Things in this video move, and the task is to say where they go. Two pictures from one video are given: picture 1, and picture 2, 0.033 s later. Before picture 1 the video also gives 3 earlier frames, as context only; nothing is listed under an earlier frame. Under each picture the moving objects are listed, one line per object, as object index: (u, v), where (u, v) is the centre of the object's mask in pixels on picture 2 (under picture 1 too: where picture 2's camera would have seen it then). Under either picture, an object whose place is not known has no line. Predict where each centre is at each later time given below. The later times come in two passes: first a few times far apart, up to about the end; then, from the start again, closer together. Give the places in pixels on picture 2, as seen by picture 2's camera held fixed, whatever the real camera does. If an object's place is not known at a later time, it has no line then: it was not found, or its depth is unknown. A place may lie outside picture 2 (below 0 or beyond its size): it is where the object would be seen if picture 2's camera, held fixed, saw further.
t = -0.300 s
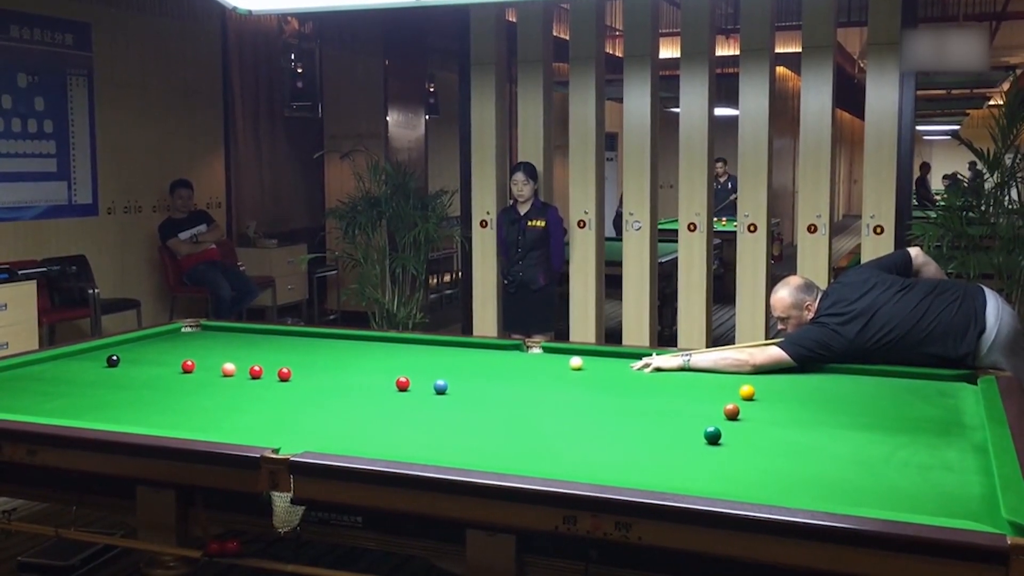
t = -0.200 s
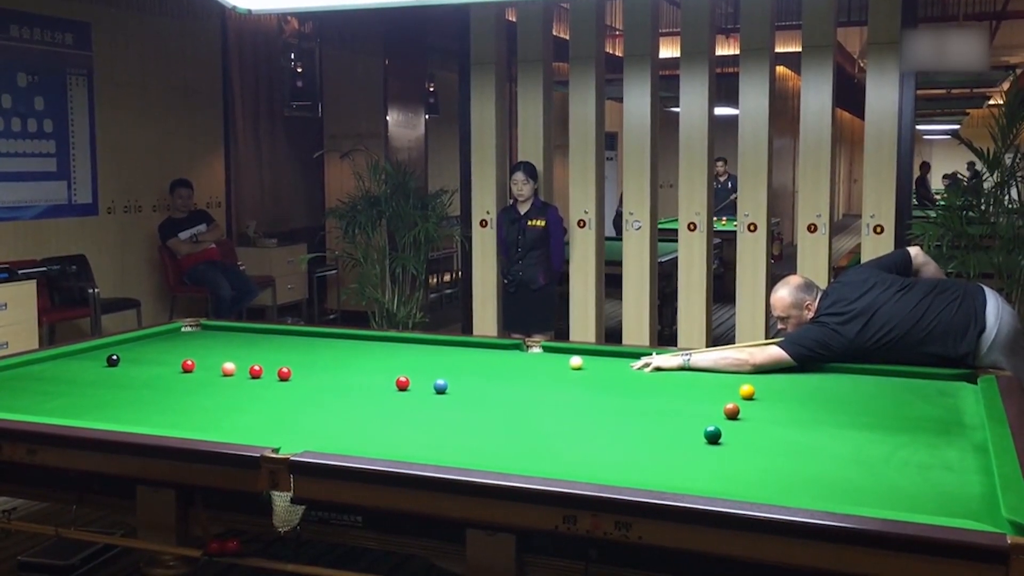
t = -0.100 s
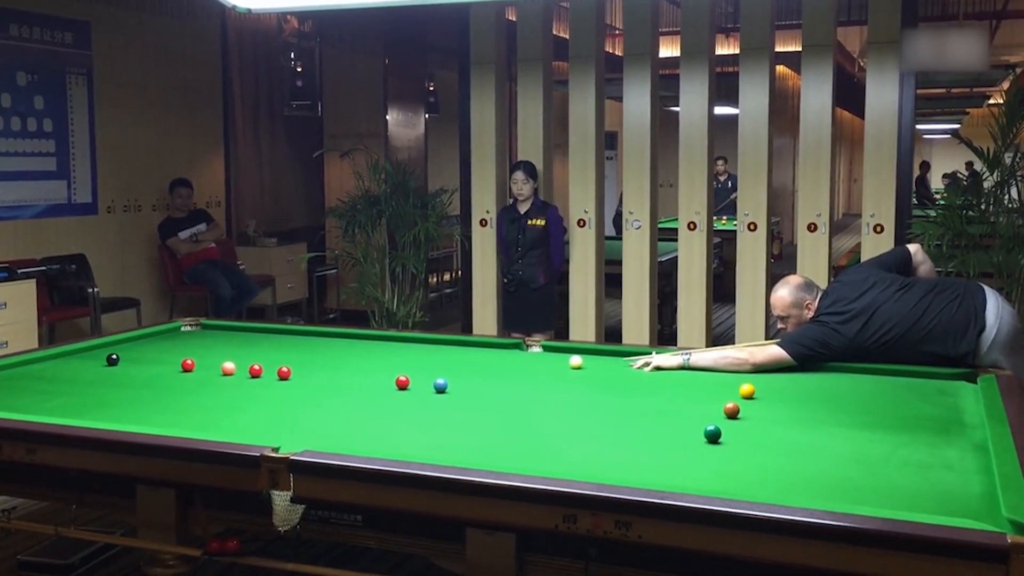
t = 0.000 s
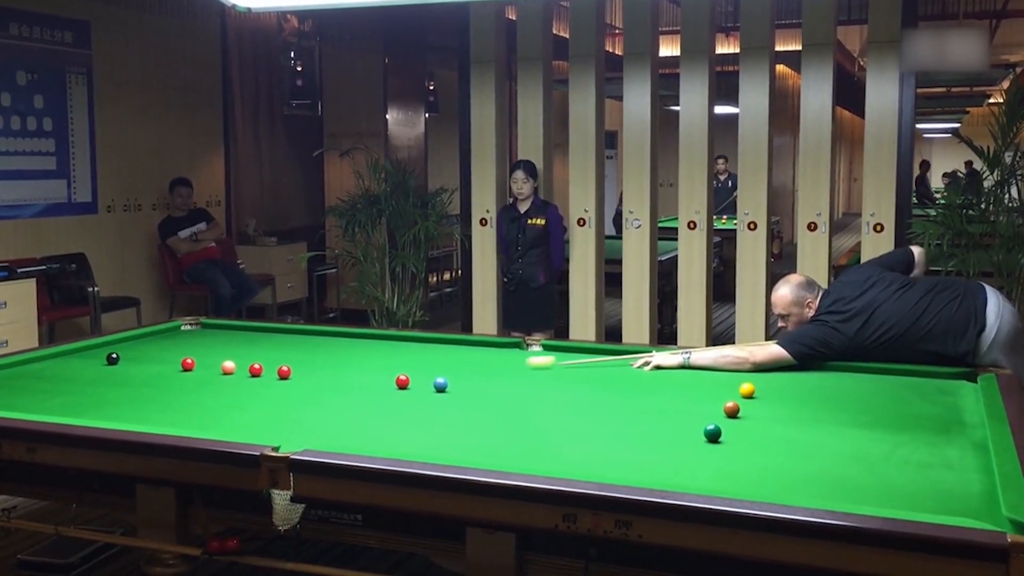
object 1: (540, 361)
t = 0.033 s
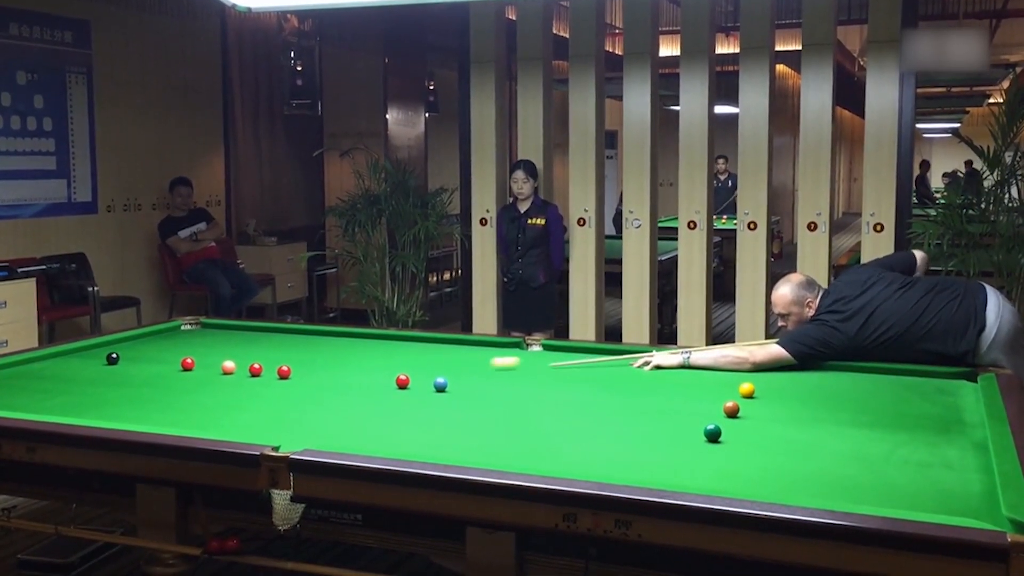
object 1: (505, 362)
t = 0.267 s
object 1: (296, 370)
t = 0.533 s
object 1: (283, 366)
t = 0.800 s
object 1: (271, 362)
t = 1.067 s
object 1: (260, 359)
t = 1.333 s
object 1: (250, 356)
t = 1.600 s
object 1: (242, 354)
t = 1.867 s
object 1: (234, 351)
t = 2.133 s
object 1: (228, 349)
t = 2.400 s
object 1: (222, 348)
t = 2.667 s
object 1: (217, 346)
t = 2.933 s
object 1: (213, 345)
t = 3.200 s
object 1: (210, 344)
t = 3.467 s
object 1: (207, 343)
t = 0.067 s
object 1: (469, 364)
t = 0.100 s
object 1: (434, 365)
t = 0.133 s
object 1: (399, 366)
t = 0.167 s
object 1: (364, 367)
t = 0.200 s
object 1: (329, 369)
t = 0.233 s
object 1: (300, 370)
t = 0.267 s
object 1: (296, 370)
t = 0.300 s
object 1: (294, 370)
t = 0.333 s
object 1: (292, 369)
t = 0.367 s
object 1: (291, 369)
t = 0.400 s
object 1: (289, 368)
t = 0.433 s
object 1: (287, 368)
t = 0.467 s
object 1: (286, 367)
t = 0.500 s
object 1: (284, 367)
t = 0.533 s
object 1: (283, 366)
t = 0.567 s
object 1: (281, 366)
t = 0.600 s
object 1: (279, 365)
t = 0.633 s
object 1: (278, 365)
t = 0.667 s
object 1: (276, 364)
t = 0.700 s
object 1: (275, 364)
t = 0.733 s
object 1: (274, 363)
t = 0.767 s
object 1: (272, 363)
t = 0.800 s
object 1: (271, 362)
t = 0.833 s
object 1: (269, 362)
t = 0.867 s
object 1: (268, 362)
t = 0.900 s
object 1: (267, 361)
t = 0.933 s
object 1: (265, 361)
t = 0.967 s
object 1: (264, 360)
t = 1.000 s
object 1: (263, 359)
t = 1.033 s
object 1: (262, 359)
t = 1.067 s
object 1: (260, 359)
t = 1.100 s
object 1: (259, 358)
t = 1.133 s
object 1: (258, 358)
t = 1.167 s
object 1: (256, 358)
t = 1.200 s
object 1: (255, 357)
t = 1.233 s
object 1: (254, 357)
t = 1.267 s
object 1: (253, 357)
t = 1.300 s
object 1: (251, 357)
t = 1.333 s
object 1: (250, 356)
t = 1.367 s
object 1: (249, 356)
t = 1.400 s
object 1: (248, 355)
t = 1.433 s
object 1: (247, 355)
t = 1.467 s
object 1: (246, 355)
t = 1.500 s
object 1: (245, 354)
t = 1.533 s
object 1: (244, 354)
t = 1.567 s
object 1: (243, 354)
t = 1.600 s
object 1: (242, 354)
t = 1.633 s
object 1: (241, 353)
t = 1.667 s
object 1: (240, 353)
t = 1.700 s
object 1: (239, 353)
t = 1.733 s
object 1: (238, 352)
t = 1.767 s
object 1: (237, 352)
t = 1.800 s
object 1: (236, 352)
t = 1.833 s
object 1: (235, 352)
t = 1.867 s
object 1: (234, 351)
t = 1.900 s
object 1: (234, 351)
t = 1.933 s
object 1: (233, 351)
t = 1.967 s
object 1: (232, 351)
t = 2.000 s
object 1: (231, 350)
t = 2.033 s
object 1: (230, 350)
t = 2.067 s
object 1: (229, 350)
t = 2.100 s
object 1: (228, 350)
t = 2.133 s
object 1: (228, 349)
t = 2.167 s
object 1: (227, 349)
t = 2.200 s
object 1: (226, 349)
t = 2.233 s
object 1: (226, 349)
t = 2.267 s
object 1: (225, 349)
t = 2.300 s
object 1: (224, 348)
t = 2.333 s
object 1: (223, 348)
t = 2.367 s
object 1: (223, 348)
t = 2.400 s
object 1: (222, 348)
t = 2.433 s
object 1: (221, 348)
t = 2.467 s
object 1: (220, 347)
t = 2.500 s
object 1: (220, 347)
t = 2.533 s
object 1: (219, 347)
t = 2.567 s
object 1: (219, 347)
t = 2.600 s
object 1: (218, 347)
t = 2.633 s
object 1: (217, 346)
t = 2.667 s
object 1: (217, 346)
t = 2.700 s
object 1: (216, 346)
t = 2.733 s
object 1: (216, 346)
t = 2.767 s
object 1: (215, 346)
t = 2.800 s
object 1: (215, 346)
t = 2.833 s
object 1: (214, 345)
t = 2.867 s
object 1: (214, 345)
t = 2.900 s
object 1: (213, 345)
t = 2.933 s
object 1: (213, 345)
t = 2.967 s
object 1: (212, 345)
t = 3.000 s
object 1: (212, 345)
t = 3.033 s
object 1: (212, 344)
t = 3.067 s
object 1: (211, 344)
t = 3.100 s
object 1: (211, 344)
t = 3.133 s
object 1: (210, 344)
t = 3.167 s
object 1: (210, 344)
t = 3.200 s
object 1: (210, 344)
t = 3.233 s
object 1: (209, 344)
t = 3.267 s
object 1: (209, 343)
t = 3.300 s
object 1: (209, 343)
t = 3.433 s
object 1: (207, 343)
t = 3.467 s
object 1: (207, 343)
